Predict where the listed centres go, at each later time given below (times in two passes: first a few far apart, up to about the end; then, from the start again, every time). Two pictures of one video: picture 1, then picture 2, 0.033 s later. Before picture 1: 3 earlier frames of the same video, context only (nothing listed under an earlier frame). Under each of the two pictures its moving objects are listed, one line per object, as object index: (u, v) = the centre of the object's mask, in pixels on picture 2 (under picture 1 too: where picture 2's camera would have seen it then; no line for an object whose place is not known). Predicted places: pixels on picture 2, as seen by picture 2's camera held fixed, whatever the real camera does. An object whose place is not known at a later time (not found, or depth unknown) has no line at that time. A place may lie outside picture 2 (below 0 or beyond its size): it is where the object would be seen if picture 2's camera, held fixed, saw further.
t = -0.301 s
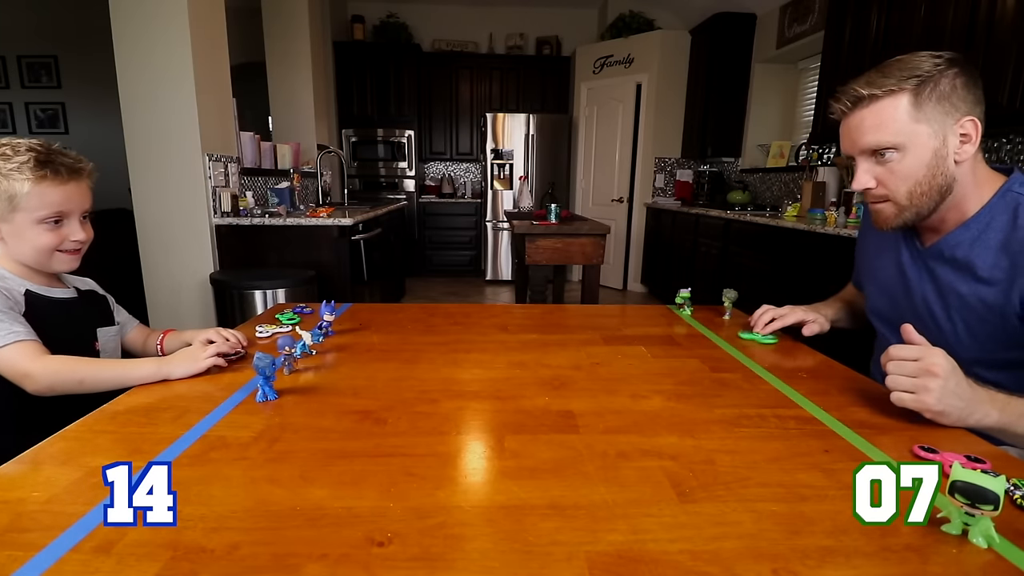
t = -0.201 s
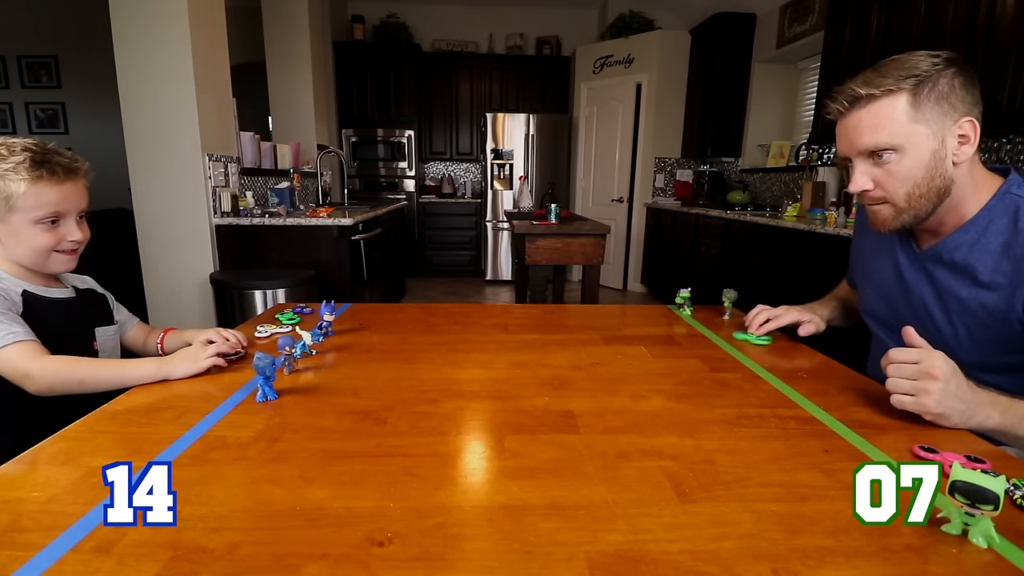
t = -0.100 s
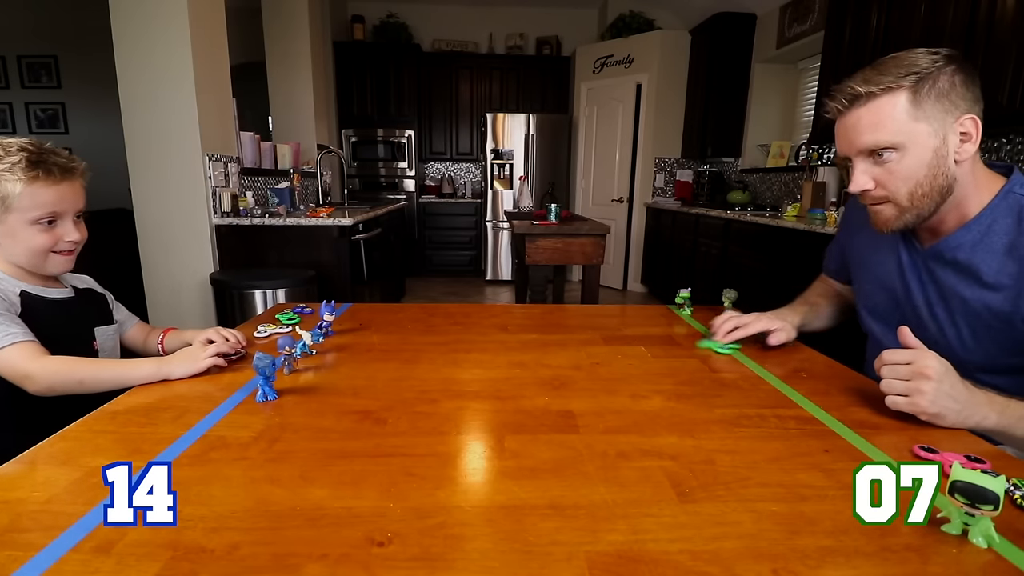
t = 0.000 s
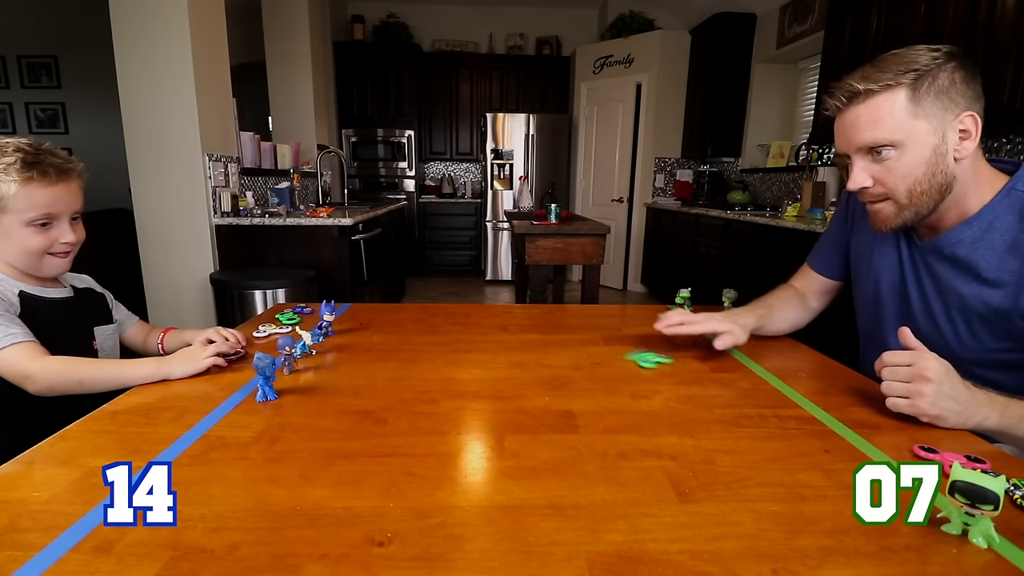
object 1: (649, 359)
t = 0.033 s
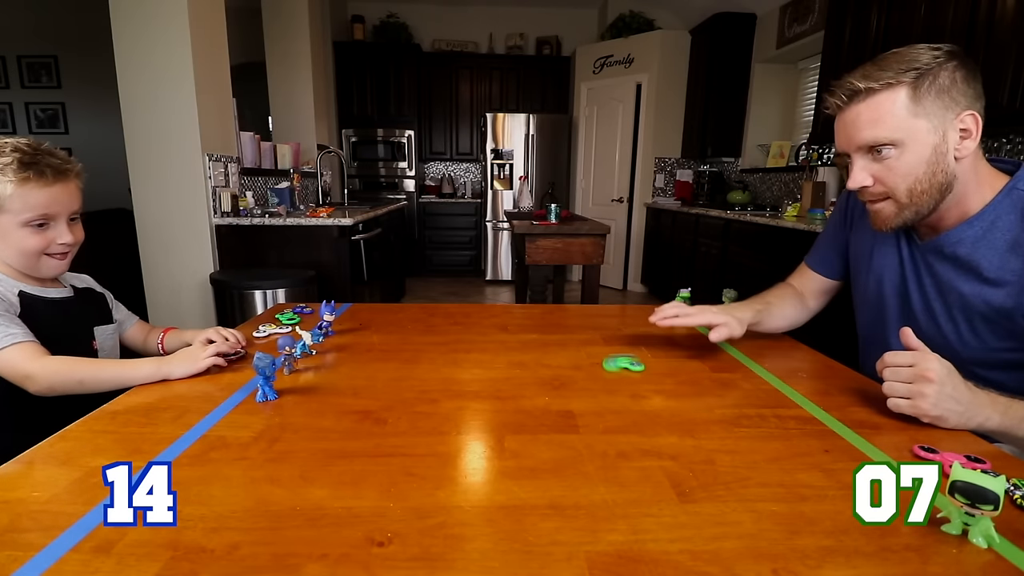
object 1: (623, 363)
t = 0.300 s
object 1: (423, 397)
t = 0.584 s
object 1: (272, 421)
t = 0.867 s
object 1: (246, 426)
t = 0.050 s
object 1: (609, 366)
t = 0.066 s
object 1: (597, 368)
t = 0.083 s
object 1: (585, 370)
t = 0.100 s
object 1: (572, 373)
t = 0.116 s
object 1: (559, 375)
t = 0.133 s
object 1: (546, 376)
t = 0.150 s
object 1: (534, 378)
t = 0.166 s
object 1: (522, 381)
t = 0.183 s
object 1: (509, 383)
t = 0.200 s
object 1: (496, 385)
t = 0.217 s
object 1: (484, 387)
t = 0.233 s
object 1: (471, 389)
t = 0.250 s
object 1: (459, 391)
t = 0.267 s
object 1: (447, 393)
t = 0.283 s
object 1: (435, 394)
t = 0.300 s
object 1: (423, 397)
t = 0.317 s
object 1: (412, 398)
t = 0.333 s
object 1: (401, 400)
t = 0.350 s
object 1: (390, 402)
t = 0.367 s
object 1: (379, 403)
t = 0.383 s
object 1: (369, 405)
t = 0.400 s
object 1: (359, 407)
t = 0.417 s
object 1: (349, 408)
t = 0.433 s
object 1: (340, 410)
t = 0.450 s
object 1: (330, 412)
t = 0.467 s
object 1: (321, 413)
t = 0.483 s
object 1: (313, 414)
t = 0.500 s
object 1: (305, 416)
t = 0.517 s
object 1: (298, 417)
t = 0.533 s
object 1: (291, 418)
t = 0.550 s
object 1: (284, 419)
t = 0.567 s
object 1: (278, 420)
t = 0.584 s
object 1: (272, 421)
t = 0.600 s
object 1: (267, 422)
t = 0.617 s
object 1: (263, 423)
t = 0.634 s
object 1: (259, 424)
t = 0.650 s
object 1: (256, 424)
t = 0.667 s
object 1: (253, 425)
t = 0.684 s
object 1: (250, 425)
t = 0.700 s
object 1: (249, 425)
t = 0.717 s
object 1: (248, 426)
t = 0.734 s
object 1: (246, 426)
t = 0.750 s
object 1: (246, 426)
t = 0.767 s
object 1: (245, 426)
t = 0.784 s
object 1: (246, 426)
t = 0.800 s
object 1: (246, 426)
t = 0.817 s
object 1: (246, 426)
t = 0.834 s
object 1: (246, 426)
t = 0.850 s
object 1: (245, 426)
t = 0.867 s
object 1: (246, 426)
